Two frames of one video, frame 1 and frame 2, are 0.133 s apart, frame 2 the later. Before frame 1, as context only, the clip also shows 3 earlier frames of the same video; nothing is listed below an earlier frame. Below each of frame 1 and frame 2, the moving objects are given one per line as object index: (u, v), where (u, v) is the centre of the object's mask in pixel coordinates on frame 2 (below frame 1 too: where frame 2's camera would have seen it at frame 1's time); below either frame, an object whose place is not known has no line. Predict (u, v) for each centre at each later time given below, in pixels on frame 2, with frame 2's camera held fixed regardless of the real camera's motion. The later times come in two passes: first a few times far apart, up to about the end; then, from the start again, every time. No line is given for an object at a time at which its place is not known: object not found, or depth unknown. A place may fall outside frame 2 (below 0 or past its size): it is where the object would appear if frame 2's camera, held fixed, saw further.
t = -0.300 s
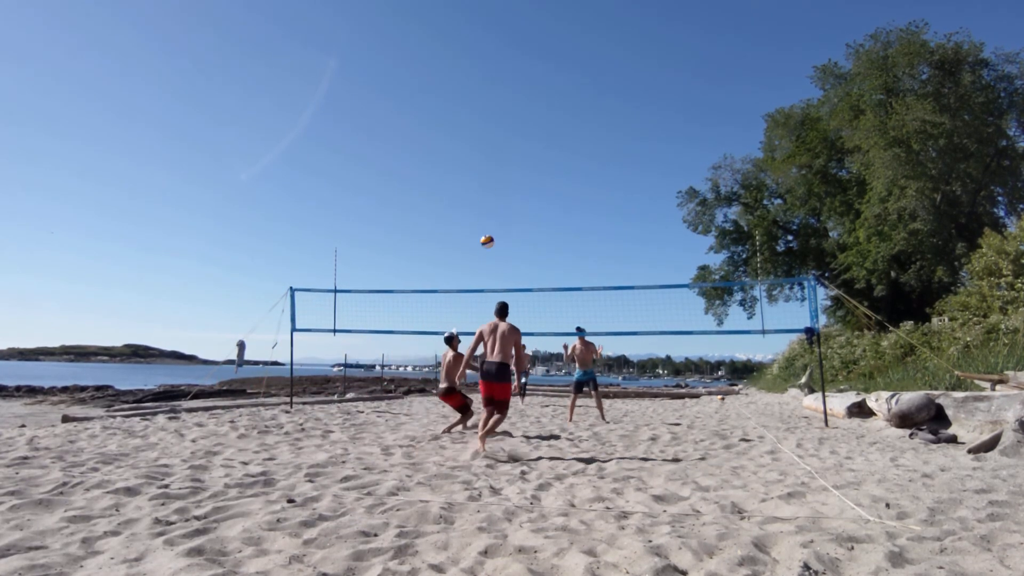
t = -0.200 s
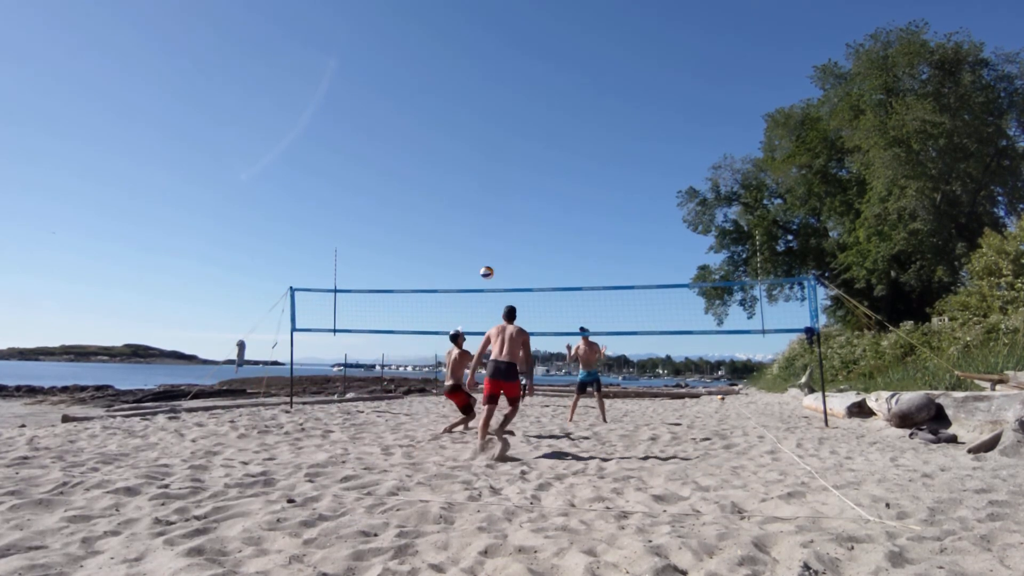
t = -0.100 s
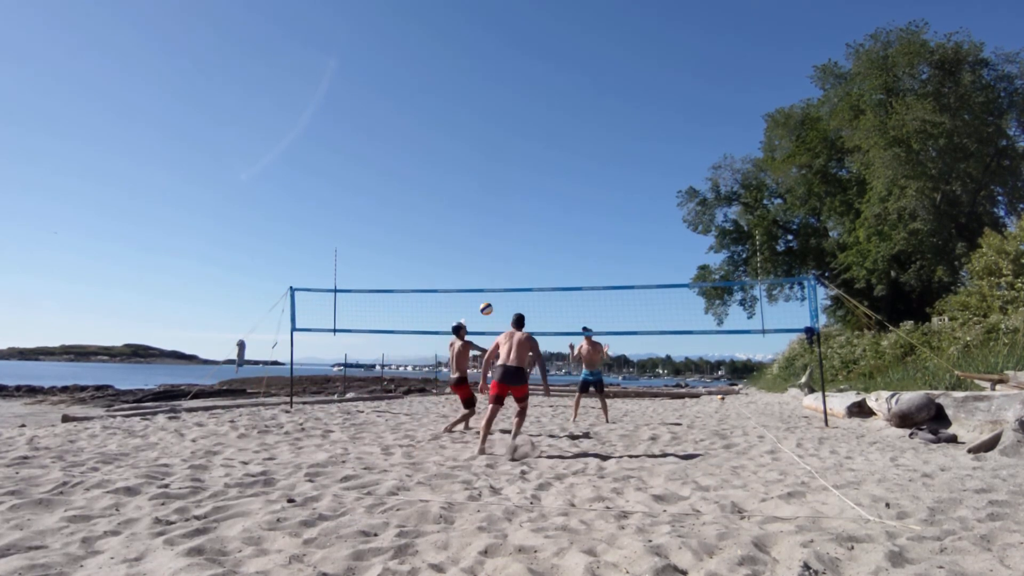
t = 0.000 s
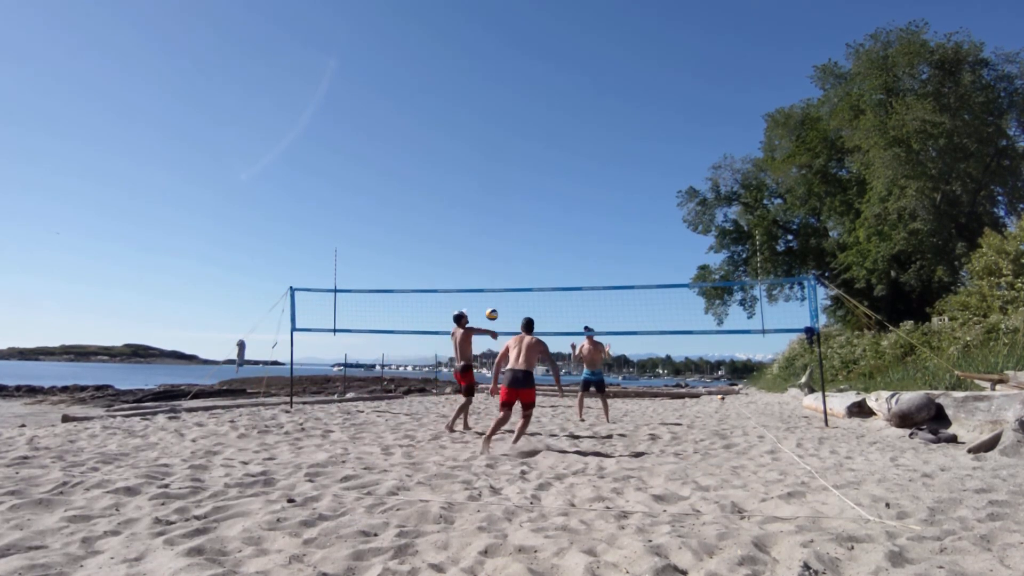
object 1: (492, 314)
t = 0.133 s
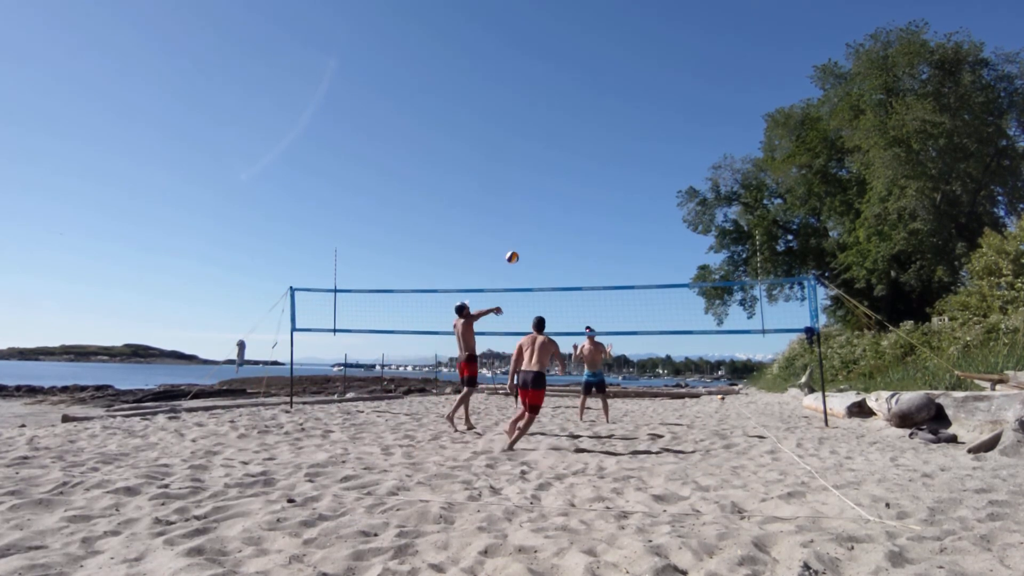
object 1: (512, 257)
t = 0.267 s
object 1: (533, 211)
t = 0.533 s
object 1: (569, 151)
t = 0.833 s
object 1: (609, 130)
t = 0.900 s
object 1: (617, 133)
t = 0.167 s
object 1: (517, 245)
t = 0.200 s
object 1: (522, 233)
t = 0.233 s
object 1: (527, 222)
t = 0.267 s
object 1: (533, 211)
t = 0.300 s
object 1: (537, 201)
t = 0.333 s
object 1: (542, 192)
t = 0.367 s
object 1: (547, 184)
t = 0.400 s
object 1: (551, 176)
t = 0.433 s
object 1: (556, 168)
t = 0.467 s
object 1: (561, 162)
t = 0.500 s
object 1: (565, 156)
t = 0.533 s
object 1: (569, 151)
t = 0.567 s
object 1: (574, 146)
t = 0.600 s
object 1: (578, 141)
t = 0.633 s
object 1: (583, 138)
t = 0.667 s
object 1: (587, 135)
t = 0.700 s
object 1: (592, 132)
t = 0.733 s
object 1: (596, 131)
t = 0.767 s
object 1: (600, 130)
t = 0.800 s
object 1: (604, 130)
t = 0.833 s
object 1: (609, 130)
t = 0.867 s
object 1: (613, 131)
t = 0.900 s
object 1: (617, 133)
